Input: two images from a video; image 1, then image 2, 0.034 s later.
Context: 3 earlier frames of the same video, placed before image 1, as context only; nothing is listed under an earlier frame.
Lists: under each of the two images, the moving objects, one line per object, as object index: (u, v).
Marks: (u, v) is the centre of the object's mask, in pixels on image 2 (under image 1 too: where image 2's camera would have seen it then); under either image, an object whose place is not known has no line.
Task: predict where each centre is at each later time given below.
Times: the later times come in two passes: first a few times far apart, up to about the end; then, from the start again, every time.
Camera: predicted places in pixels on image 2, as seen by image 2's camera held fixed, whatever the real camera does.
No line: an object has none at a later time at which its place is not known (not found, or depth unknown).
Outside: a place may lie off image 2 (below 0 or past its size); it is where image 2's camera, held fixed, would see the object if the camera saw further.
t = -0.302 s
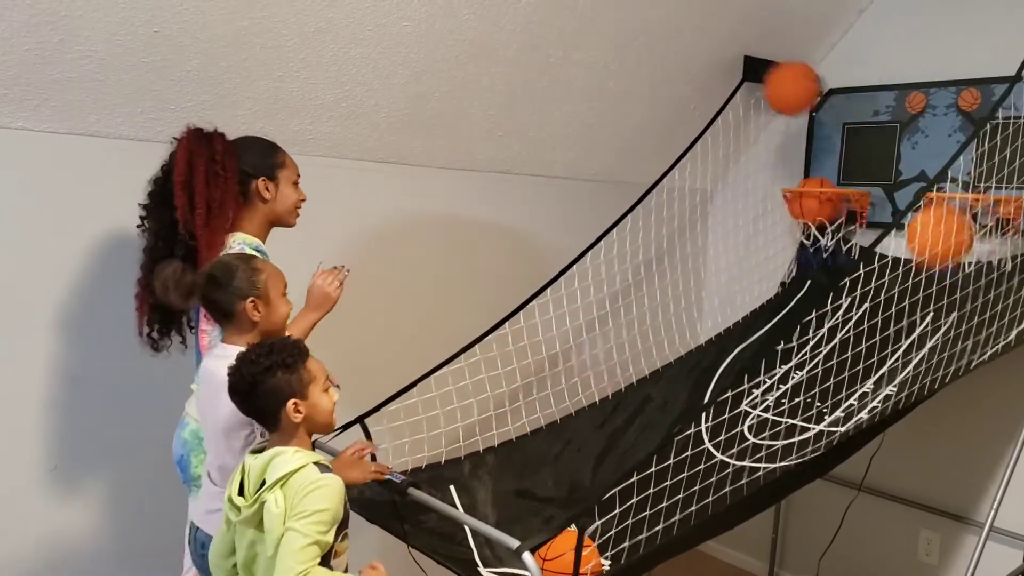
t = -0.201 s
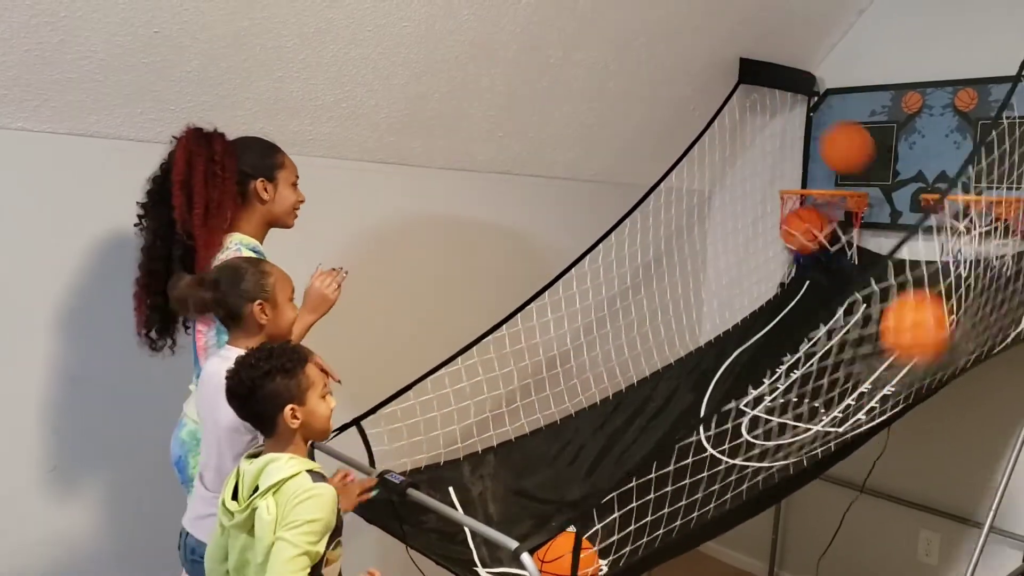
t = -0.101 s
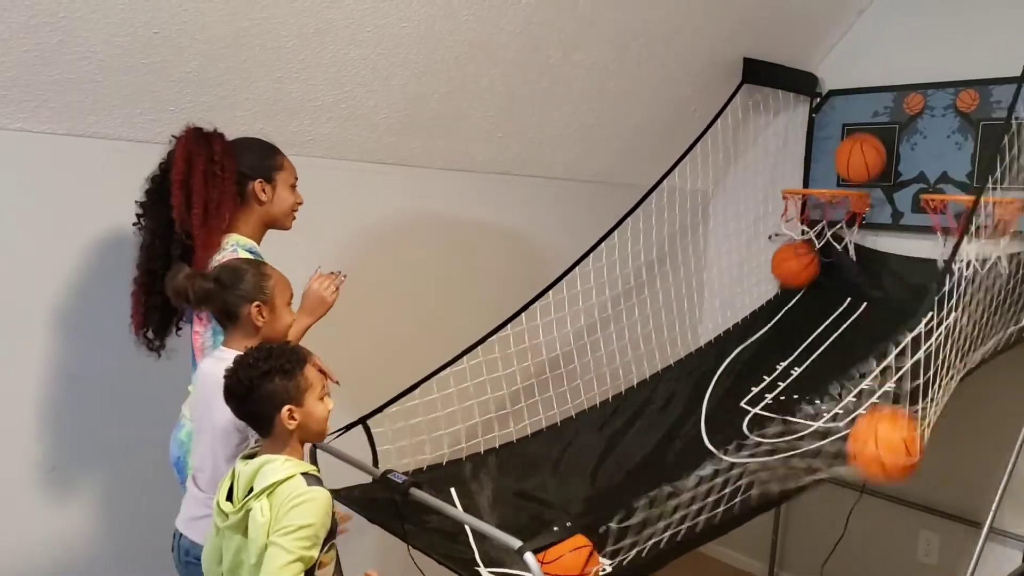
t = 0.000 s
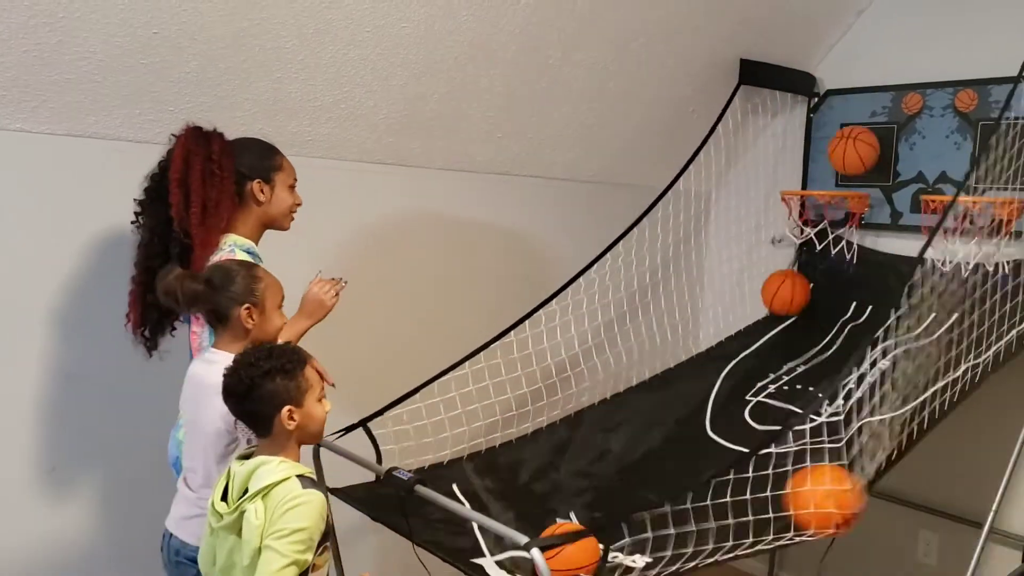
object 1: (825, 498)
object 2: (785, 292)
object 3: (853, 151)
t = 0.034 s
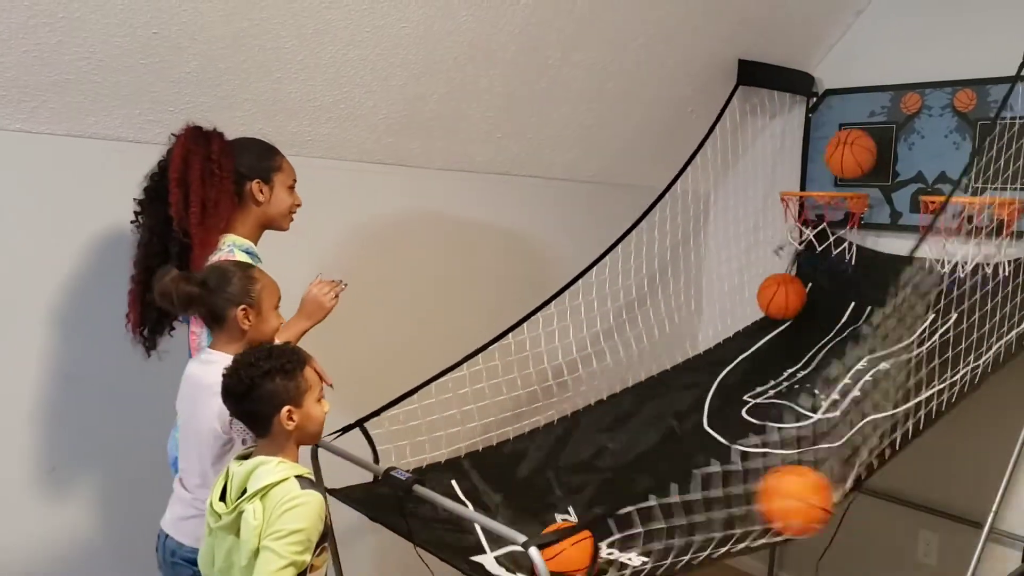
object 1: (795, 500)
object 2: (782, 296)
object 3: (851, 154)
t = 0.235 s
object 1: (614, 506)
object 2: (762, 330)
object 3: (835, 229)
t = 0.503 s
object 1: (447, 539)
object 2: (728, 415)
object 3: (801, 351)
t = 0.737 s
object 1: (446, 523)
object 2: (659, 488)
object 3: (704, 455)
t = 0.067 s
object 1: (767, 495)
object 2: (778, 301)
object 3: (848, 161)
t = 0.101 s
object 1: (736, 489)
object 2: (775, 305)
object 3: (845, 169)
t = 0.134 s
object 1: (706, 486)
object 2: (770, 308)
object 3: (841, 177)
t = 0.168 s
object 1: (675, 488)
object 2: (767, 314)
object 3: (837, 199)
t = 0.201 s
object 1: (645, 495)
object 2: (766, 322)
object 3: (833, 215)
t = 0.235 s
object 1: (614, 506)
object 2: (762, 330)
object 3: (835, 229)
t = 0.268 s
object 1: (587, 516)
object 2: (759, 339)
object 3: (835, 245)
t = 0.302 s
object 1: (554, 516)
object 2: (755, 347)
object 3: (836, 261)
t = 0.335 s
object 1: (535, 511)
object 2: (751, 356)
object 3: (834, 275)
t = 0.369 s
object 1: (513, 519)
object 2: (749, 369)
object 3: (834, 294)
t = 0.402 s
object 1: (492, 528)
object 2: (745, 382)
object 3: (829, 312)
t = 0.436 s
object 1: (467, 548)
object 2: (741, 391)
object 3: (822, 326)
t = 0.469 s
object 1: (454, 542)
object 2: (734, 403)
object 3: (812, 339)
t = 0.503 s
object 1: (447, 539)
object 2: (728, 415)
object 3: (801, 351)
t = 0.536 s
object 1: (447, 532)
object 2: (720, 428)
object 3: (789, 363)
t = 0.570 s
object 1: (446, 530)
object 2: (712, 440)
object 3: (779, 378)
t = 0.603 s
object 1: (442, 536)
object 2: (704, 453)
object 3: (766, 395)
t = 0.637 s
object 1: (441, 535)
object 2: (693, 463)
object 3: (750, 411)
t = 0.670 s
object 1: (445, 527)
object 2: (684, 472)
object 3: (735, 427)
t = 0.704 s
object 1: (445, 525)
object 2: (672, 480)
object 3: (720, 442)
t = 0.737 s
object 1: (446, 523)
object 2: (659, 488)
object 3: (704, 455)
